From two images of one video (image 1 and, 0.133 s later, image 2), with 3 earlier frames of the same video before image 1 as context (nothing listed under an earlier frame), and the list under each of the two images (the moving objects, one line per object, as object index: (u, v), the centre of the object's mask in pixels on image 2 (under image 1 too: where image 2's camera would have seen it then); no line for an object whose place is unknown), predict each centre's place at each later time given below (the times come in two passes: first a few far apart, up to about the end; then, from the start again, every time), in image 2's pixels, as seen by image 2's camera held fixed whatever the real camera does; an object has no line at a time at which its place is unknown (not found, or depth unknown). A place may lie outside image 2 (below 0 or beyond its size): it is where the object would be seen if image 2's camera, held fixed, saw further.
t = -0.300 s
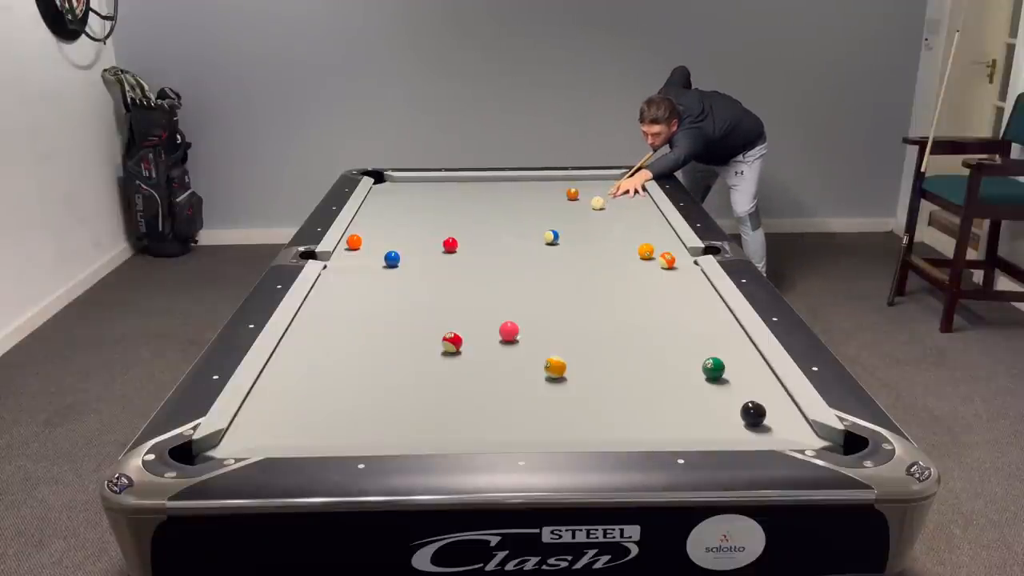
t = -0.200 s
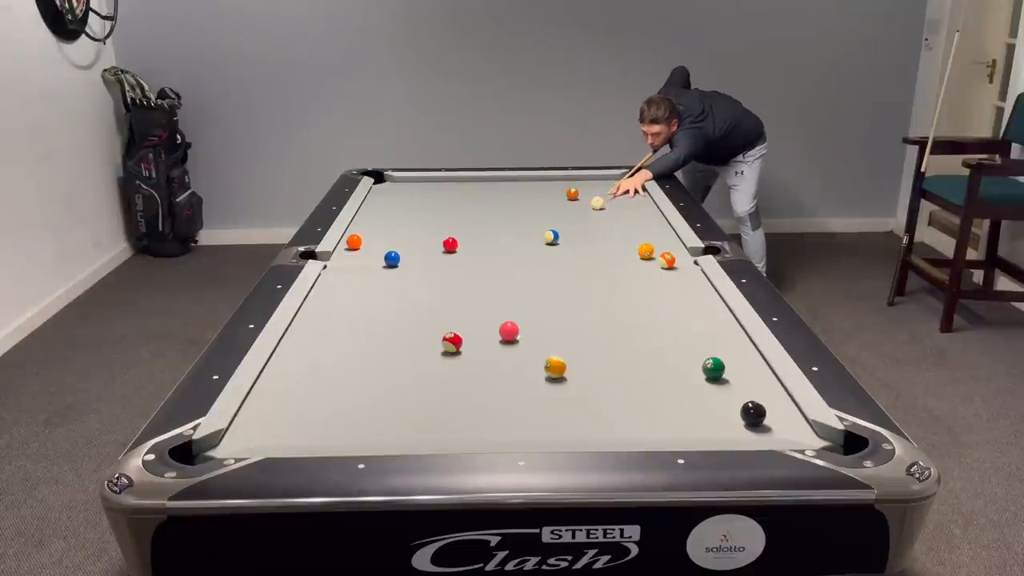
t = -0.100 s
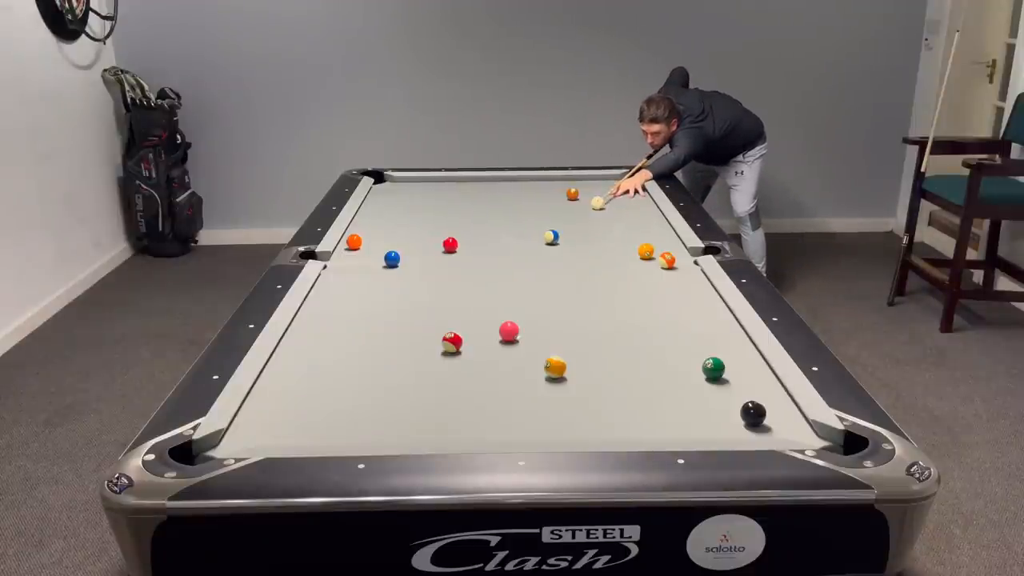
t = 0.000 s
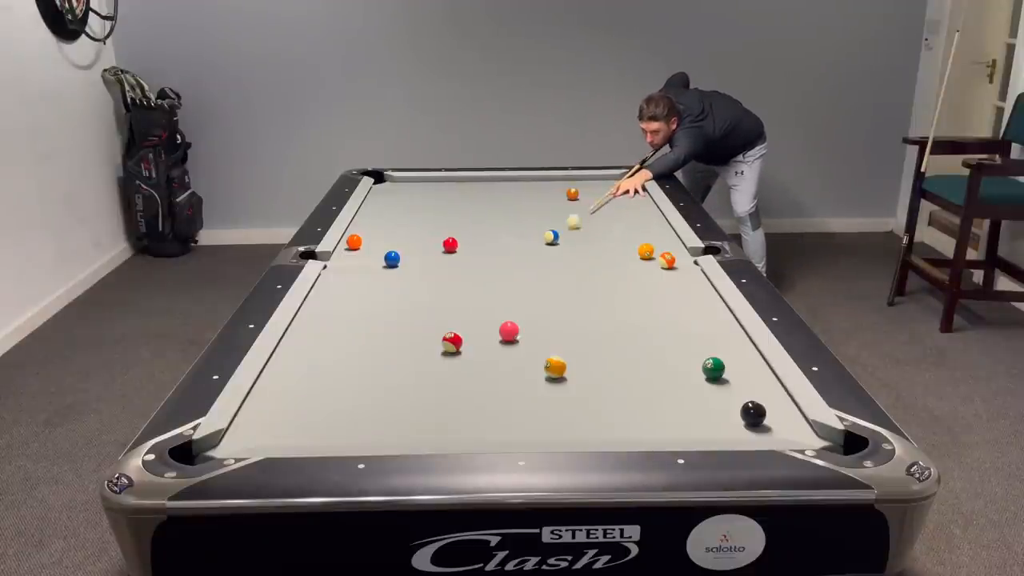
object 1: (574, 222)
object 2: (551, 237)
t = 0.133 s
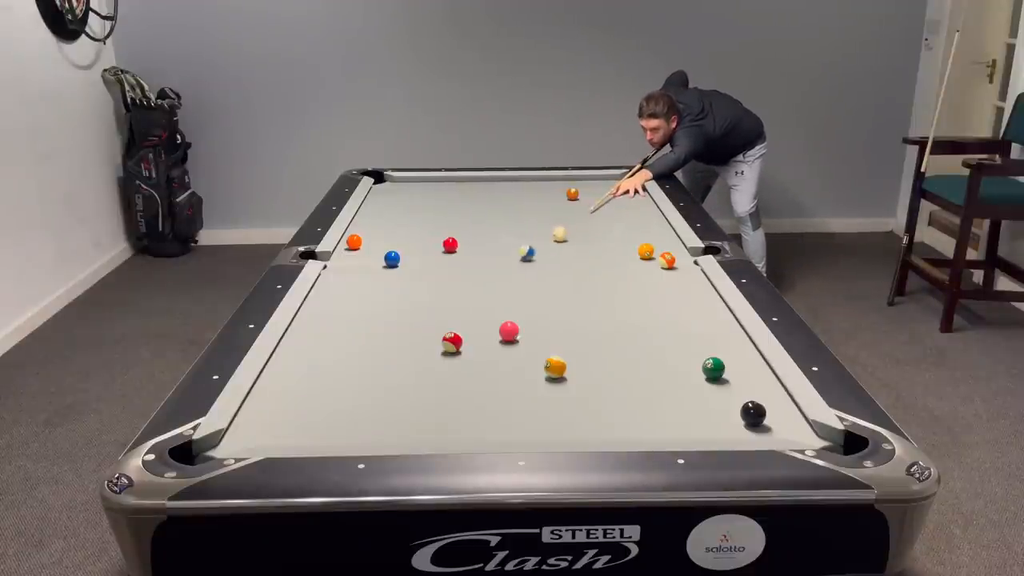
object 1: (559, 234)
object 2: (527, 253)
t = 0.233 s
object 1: (561, 236)
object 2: (492, 276)
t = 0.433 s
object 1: (563, 239)
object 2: (415, 325)
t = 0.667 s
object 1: (565, 243)
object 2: (307, 395)
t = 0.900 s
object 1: (567, 247)
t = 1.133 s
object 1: (571, 251)
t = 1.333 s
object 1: (573, 253)
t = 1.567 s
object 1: (575, 255)
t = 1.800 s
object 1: (577, 258)
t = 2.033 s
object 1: (579, 260)
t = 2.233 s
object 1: (581, 262)
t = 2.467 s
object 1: (582, 263)
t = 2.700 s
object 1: (582, 264)
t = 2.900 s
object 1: (583, 265)
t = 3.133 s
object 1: (583, 265)
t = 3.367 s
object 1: (583, 264)
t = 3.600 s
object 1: (583, 264)
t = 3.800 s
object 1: (583, 264)
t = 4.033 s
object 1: (583, 265)
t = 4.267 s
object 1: (583, 264)
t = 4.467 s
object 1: (583, 264)
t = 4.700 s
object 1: (583, 265)
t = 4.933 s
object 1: (583, 264)
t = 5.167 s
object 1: (583, 264)
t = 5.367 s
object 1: (583, 264)
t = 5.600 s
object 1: (583, 264)
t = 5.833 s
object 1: (583, 264)
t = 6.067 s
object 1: (583, 264)
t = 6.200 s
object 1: (583, 264)
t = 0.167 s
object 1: (560, 235)
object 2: (515, 260)
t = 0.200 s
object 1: (560, 235)
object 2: (504, 268)
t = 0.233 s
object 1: (561, 236)
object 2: (492, 276)
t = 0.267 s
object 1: (561, 236)
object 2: (480, 284)
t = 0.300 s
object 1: (561, 237)
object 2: (468, 291)
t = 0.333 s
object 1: (562, 238)
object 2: (455, 299)
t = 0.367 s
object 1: (562, 238)
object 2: (441, 309)
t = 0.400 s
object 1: (563, 239)
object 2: (429, 318)
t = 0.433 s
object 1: (563, 239)
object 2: (415, 325)
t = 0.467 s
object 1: (563, 240)
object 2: (400, 335)
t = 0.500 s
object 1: (563, 241)
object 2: (387, 345)
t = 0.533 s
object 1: (564, 241)
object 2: (372, 354)
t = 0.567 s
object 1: (564, 242)
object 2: (356, 364)
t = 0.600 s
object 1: (565, 242)
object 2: (341, 374)
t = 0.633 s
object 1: (565, 243)
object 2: (325, 384)
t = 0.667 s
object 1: (565, 243)
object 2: (307, 395)
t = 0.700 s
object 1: (566, 244)
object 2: (289, 408)
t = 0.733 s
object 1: (566, 244)
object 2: (270, 420)
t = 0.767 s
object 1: (566, 245)
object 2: (249, 434)
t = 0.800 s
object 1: (567, 246)
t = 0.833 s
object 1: (567, 246)
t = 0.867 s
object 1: (567, 247)
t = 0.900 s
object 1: (567, 247)
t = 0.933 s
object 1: (568, 248)
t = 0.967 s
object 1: (568, 248)
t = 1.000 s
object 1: (569, 249)
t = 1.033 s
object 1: (569, 249)
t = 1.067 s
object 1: (570, 250)
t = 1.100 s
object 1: (570, 250)
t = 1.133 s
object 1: (571, 251)
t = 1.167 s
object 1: (571, 251)
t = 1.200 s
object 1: (571, 251)
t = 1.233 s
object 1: (571, 252)
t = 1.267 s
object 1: (572, 252)
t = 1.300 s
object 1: (572, 253)
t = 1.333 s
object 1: (573, 253)
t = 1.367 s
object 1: (573, 253)
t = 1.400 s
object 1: (573, 254)
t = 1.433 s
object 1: (573, 254)
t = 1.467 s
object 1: (574, 255)
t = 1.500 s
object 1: (574, 255)
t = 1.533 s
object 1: (575, 255)
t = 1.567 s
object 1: (575, 255)
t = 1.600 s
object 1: (575, 256)
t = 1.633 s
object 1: (576, 256)
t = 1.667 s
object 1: (576, 257)
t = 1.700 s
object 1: (576, 257)
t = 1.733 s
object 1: (577, 258)
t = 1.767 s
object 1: (577, 258)
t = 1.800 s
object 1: (577, 258)
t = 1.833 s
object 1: (577, 258)
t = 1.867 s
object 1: (577, 259)
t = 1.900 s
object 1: (578, 259)
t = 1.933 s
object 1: (578, 260)
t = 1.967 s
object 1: (578, 260)
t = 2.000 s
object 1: (579, 260)
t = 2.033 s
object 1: (579, 260)
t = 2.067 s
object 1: (580, 261)
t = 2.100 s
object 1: (580, 261)
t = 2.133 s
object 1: (580, 261)
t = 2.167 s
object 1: (580, 262)
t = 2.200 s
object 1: (580, 262)
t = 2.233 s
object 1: (581, 262)
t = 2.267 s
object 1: (581, 262)
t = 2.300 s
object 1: (581, 262)
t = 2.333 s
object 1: (581, 263)
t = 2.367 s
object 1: (581, 263)
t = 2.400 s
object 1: (582, 263)
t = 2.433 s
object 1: (582, 263)
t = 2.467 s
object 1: (582, 263)
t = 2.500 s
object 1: (582, 263)
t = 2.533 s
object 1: (582, 263)
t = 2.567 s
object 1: (582, 263)
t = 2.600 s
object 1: (582, 263)
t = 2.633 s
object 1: (582, 264)
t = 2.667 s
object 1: (582, 264)
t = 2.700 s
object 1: (582, 264)
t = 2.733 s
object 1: (582, 264)
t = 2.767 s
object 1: (582, 264)
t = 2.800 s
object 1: (583, 264)
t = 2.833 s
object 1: (583, 264)
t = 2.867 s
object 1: (582, 265)
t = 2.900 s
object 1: (583, 265)
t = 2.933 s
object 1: (583, 265)
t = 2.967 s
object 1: (583, 265)
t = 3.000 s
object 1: (583, 265)
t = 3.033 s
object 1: (583, 265)
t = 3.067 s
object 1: (583, 265)
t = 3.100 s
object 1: (583, 265)
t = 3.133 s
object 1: (583, 265)
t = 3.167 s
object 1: (583, 265)
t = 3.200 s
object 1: (583, 265)
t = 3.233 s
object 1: (583, 265)
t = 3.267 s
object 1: (583, 264)
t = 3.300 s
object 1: (583, 264)
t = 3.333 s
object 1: (583, 264)
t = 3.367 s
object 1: (583, 264)
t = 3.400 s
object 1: (583, 264)
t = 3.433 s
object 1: (583, 264)
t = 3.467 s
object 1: (583, 264)
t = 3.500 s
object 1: (583, 264)
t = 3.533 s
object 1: (583, 264)
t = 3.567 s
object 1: (583, 264)
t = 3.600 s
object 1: (583, 264)
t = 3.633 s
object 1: (583, 264)
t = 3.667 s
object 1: (583, 265)
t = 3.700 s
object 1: (583, 265)
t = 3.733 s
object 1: (583, 264)
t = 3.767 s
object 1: (583, 264)
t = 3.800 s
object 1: (583, 264)
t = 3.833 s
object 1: (583, 264)
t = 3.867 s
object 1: (583, 265)
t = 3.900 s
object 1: (583, 265)
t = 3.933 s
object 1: (583, 264)
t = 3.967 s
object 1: (583, 265)
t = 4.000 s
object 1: (583, 265)
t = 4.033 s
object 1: (583, 265)
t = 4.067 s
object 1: (583, 265)
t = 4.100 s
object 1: (583, 264)
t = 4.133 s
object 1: (583, 264)
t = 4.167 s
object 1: (583, 264)
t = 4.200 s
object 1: (583, 264)
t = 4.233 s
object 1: (583, 264)
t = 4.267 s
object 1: (583, 264)
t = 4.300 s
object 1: (583, 264)
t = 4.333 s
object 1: (583, 265)
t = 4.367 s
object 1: (583, 264)
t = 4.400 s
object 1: (583, 264)
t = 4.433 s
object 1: (583, 264)
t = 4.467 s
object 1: (583, 264)
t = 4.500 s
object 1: (583, 264)
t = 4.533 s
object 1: (583, 264)
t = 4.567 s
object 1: (583, 265)
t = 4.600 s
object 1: (583, 265)
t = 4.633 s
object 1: (583, 264)
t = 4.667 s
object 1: (583, 264)
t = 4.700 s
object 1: (583, 265)
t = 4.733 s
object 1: (583, 265)
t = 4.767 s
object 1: (583, 265)
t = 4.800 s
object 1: (583, 265)
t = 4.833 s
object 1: (583, 264)
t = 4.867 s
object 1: (583, 264)
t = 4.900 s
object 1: (583, 264)
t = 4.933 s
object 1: (583, 264)
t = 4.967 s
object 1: (583, 264)
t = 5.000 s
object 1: (583, 264)
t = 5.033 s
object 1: (583, 265)
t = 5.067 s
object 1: (583, 265)
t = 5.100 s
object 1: (583, 265)
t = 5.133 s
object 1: (583, 264)
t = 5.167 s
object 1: (583, 264)
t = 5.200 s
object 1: (583, 264)
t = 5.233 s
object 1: (583, 265)
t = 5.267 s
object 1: (583, 264)
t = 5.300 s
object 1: (583, 264)
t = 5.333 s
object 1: (583, 264)
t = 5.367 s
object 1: (583, 264)
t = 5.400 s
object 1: (583, 264)
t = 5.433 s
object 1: (583, 264)
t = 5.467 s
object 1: (583, 264)
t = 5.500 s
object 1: (583, 264)
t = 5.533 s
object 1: (583, 264)
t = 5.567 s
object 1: (583, 264)
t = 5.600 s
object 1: (583, 264)
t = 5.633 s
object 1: (583, 264)
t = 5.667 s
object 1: (583, 264)
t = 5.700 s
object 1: (583, 264)
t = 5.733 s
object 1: (583, 264)
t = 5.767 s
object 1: (583, 264)
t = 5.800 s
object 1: (583, 264)
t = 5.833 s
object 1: (583, 264)
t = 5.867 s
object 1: (583, 264)
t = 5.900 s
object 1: (583, 264)
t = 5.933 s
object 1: (583, 264)
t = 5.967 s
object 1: (583, 264)
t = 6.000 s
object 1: (583, 264)
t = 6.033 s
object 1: (583, 264)
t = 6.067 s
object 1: (583, 264)
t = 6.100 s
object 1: (583, 264)
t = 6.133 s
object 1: (583, 264)
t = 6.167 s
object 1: (583, 264)
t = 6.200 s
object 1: (583, 264)
